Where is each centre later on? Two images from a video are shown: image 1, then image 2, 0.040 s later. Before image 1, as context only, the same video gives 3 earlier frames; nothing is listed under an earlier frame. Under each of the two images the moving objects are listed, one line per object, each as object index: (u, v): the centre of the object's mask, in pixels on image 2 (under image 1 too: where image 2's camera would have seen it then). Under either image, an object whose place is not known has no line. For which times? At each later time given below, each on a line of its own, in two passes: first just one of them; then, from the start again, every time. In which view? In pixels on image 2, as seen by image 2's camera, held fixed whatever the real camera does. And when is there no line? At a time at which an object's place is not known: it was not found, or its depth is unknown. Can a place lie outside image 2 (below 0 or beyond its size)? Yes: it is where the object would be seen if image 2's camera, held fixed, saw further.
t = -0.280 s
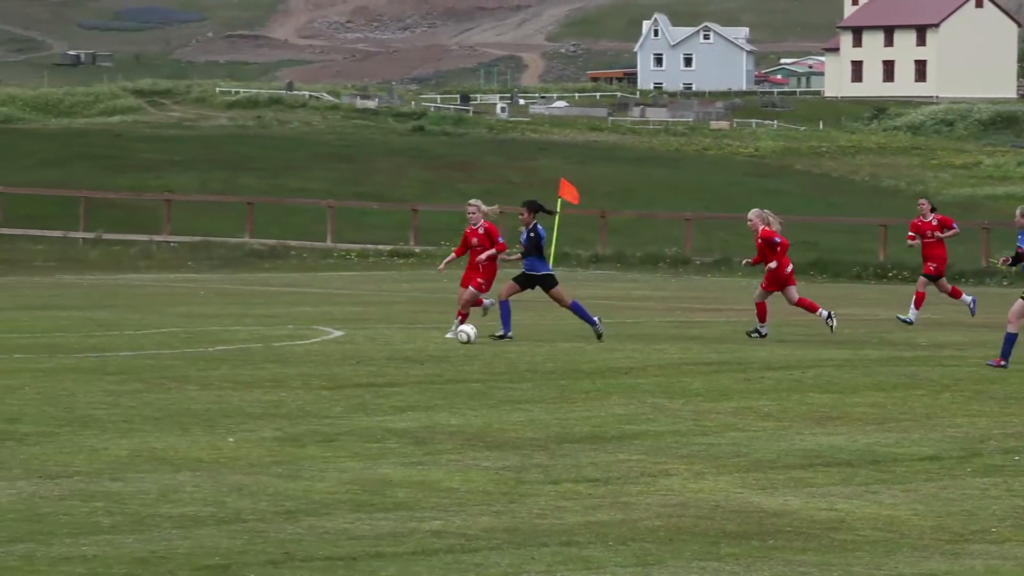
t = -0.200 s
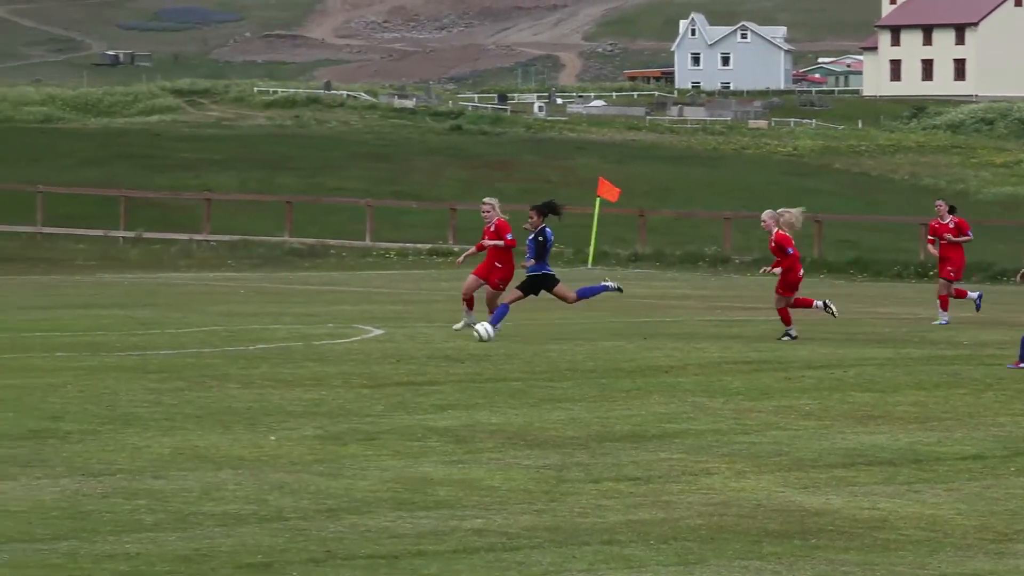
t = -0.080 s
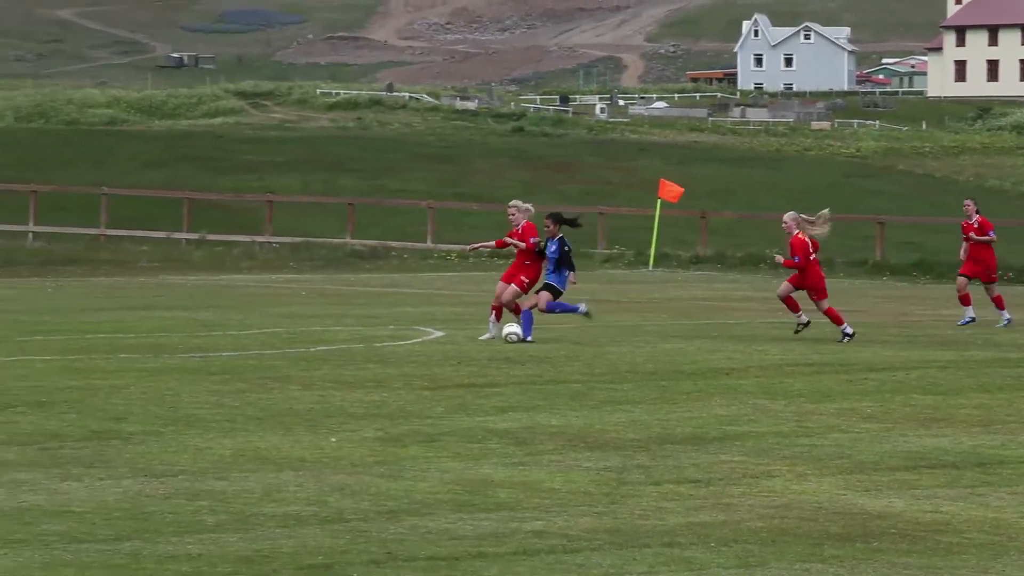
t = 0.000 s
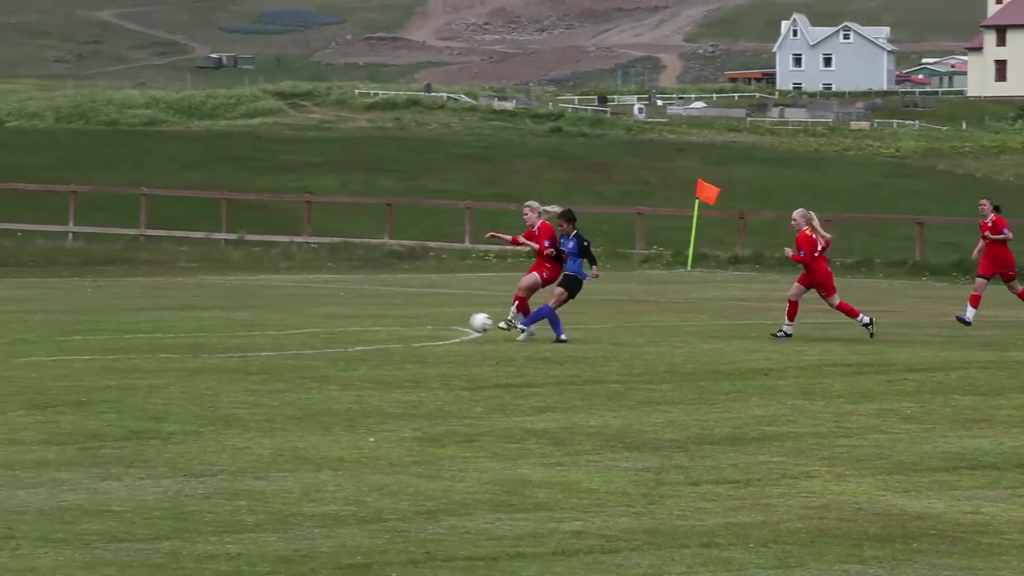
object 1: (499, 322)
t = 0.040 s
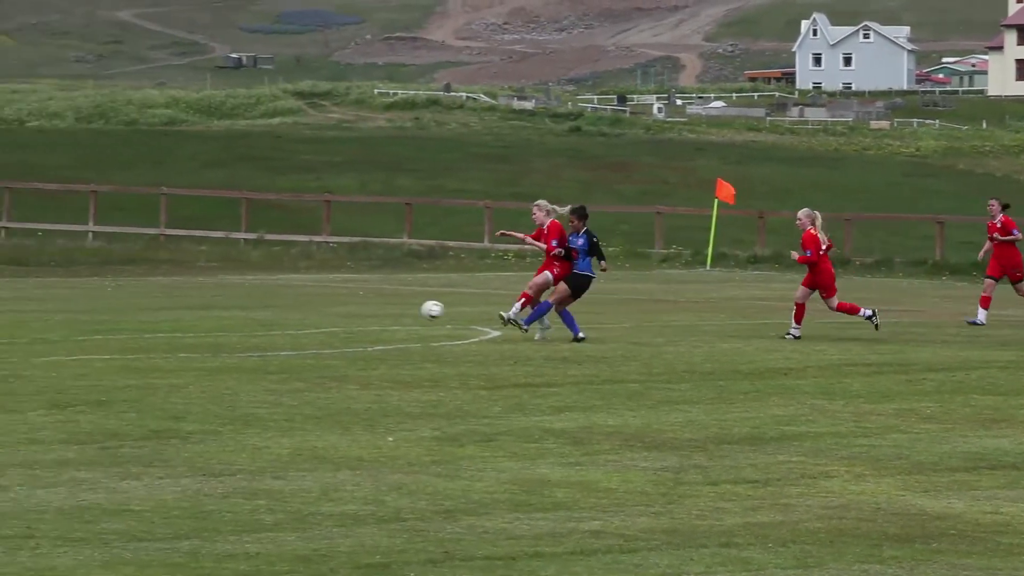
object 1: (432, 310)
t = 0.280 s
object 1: (76, 273)
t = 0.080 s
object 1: (368, 300)
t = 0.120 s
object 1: (304, 292)
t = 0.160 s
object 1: (243, 286)
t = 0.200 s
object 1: (186, 280)
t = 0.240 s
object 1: (131, 276)
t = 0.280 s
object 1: (76, 273)
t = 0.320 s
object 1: (24, 272)
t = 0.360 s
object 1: (-26, 272)
